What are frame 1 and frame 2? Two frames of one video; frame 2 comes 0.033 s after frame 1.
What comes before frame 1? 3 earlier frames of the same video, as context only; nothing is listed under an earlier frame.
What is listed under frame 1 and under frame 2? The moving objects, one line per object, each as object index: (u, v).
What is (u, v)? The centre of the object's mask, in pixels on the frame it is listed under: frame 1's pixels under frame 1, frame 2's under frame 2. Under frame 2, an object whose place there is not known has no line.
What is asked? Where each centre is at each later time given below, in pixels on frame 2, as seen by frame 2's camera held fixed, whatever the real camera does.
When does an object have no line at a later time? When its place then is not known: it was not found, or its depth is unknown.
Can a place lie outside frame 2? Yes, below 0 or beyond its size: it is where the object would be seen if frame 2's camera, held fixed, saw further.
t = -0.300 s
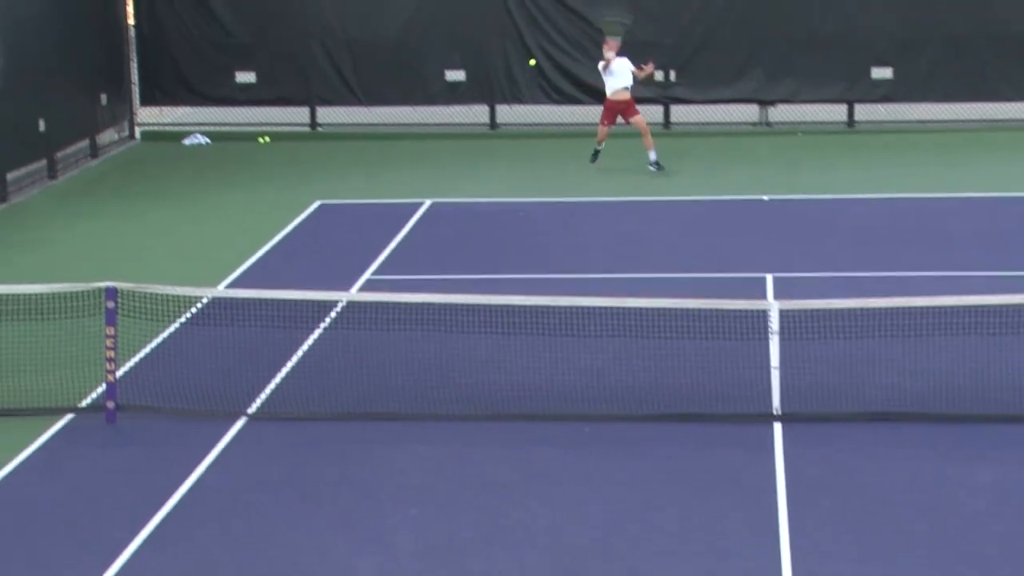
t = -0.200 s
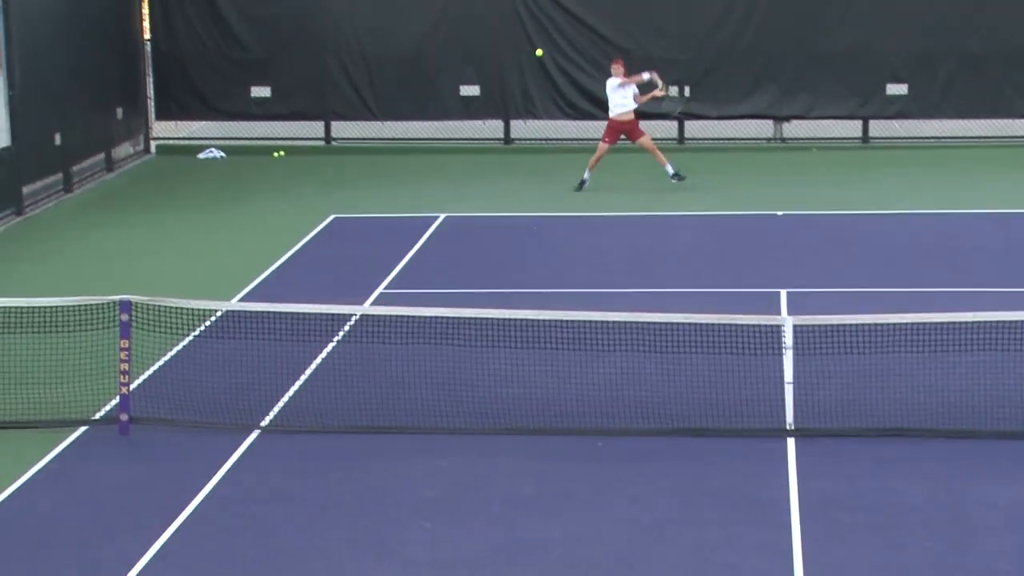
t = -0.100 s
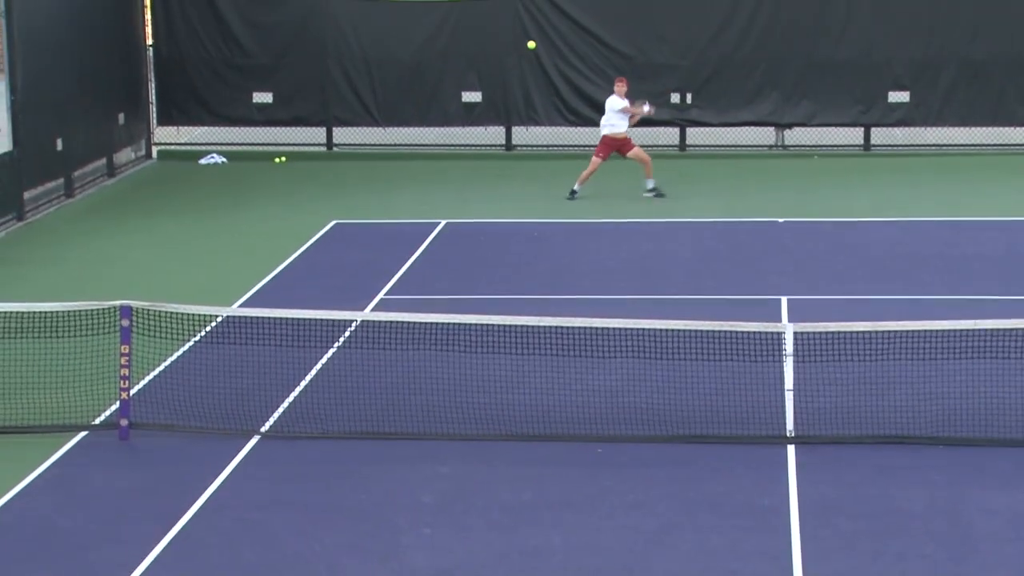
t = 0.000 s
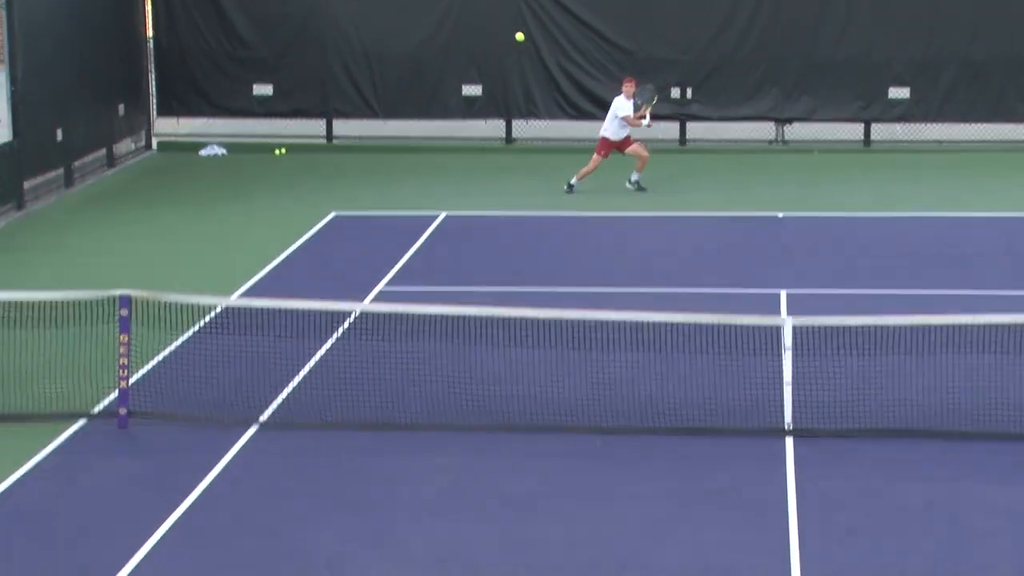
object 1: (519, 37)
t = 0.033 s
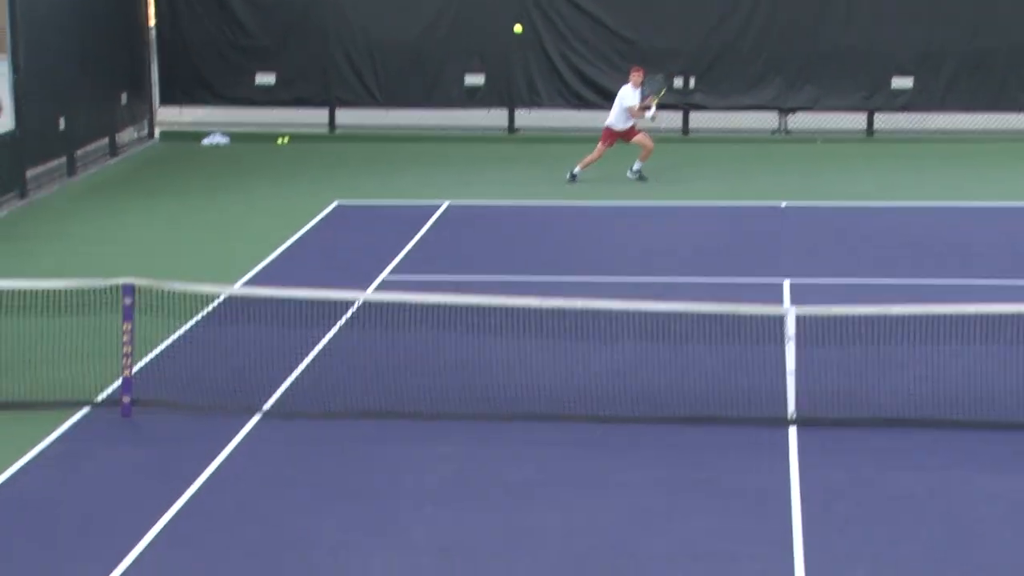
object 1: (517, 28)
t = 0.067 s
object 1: (516, 28)
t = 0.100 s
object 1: (516, 31)
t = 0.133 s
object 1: (514, 39)
